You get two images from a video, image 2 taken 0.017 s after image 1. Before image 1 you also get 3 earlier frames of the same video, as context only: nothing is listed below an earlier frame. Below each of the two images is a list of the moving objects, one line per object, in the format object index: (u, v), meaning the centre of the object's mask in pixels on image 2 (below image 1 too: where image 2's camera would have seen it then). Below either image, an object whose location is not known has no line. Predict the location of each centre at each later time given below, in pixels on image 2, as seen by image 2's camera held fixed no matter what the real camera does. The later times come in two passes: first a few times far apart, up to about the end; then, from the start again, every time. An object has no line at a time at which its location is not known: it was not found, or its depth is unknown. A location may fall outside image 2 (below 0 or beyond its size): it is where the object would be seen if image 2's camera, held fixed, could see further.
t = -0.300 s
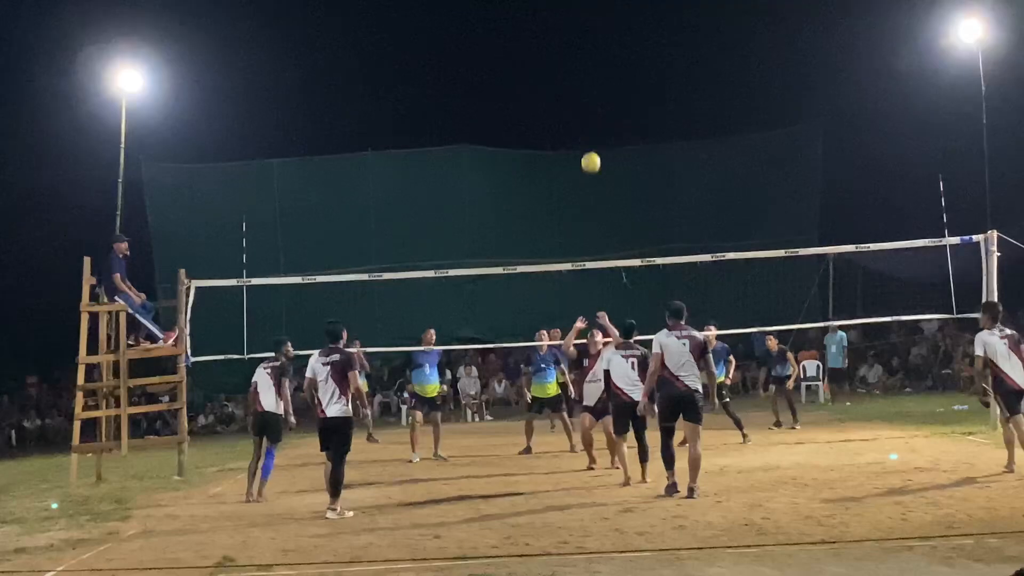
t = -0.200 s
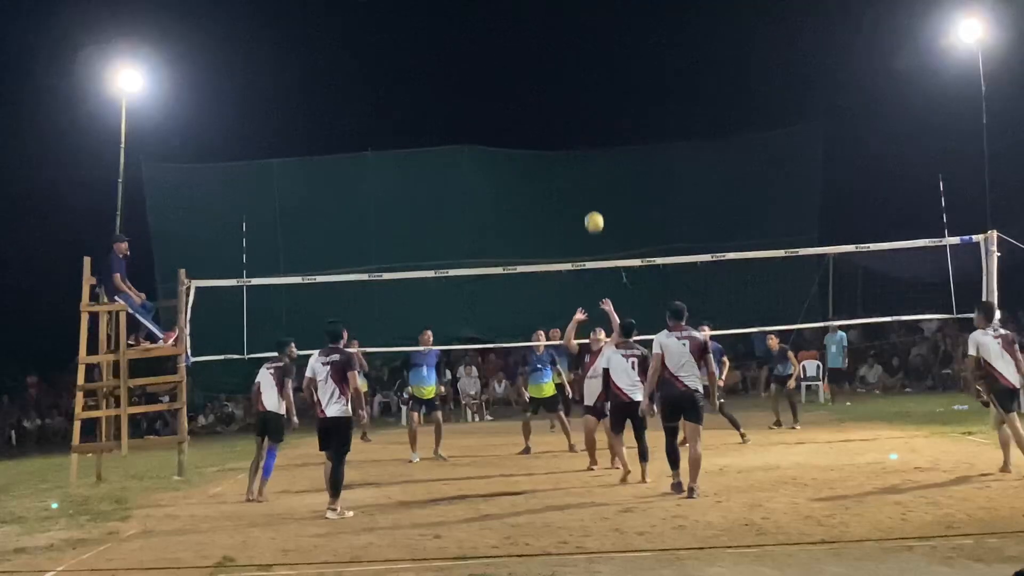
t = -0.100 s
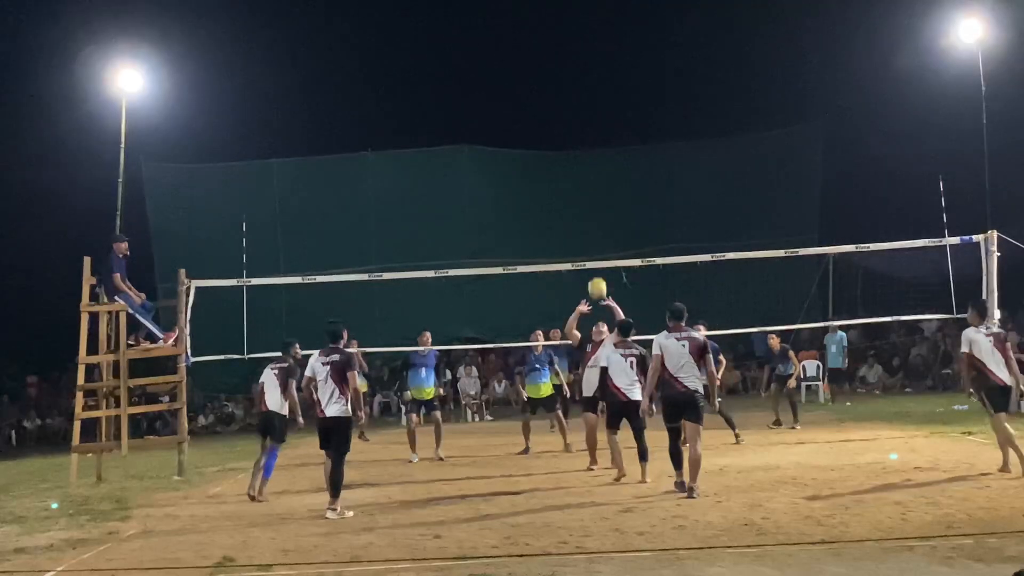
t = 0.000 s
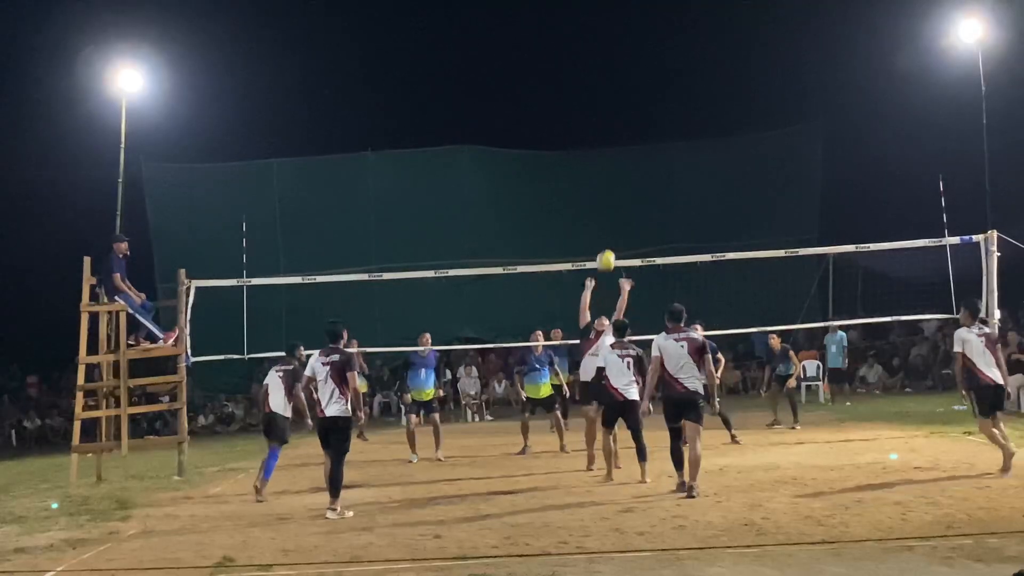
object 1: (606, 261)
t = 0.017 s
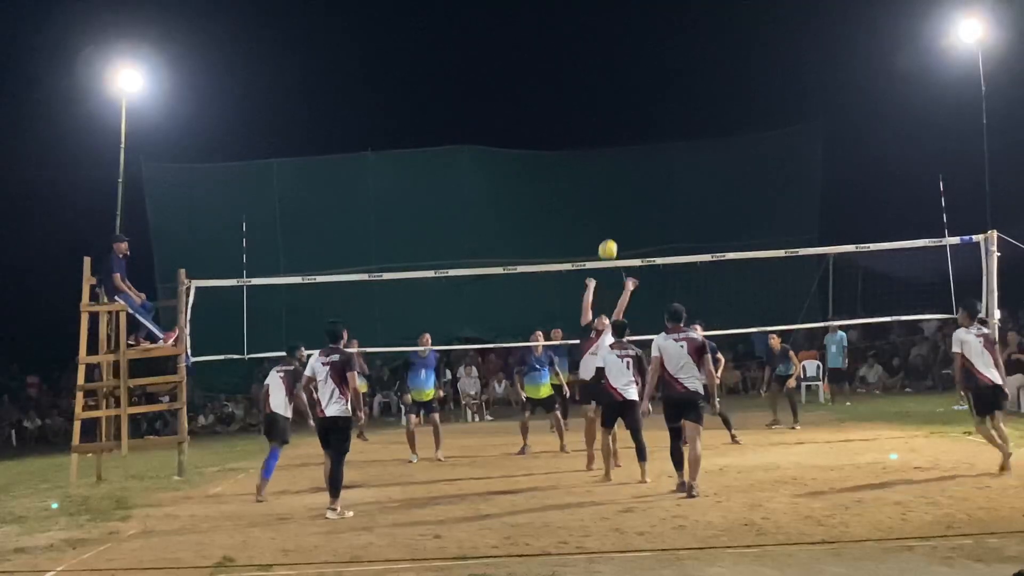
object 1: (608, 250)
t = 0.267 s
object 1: (638, 127)
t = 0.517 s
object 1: (670, 60)
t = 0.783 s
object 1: (706, 49)
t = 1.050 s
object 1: (744, 96)
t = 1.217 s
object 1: (768, 155)
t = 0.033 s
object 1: (610, 240)
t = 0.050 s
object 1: (612, 230)
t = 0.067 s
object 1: (614, 220)
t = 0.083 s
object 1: (616, 211)
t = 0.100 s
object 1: (618, 202)
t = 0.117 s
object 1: (620, 193)
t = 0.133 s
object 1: (622, 185)
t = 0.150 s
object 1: (624, 177)
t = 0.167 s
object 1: (626, 169)
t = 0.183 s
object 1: (628, 161)
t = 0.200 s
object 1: (630, 154)
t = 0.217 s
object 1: (632, 147)
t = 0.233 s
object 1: (634, 140)
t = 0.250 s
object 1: (636, 134)
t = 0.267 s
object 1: (638, 127)
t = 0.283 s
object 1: (640, 121)
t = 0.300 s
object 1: (642, 115)
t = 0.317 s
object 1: (645, 109)
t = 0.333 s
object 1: (647, 104)
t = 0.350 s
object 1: (649, 99)
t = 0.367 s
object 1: (651, 94)
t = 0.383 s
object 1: (653, 89)
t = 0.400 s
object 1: (655, 85)
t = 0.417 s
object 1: (657, 80)
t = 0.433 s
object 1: (659, 77)
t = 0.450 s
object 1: (661, 73)
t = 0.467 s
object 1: (663, 69)
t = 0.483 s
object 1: (665, 66)
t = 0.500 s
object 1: (668, 63)
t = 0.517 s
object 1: (670, 60)
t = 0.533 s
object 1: (672, 58)
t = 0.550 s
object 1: (674, 56)
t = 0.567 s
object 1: (676, 54)
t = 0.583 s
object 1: (678, 52)
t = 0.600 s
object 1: (681, 50)
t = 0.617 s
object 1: (683, 49)
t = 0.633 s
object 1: (685, 48)
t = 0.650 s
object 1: (687, 47)
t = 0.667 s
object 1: (690, 47)
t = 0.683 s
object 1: (692, 46)
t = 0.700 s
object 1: (694, 46)
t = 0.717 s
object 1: (696, 46)
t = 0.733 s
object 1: (699, 46)
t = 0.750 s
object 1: (701, 47)
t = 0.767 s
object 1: (703, 48)
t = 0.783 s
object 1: (706, 49)
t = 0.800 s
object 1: (708, 50)
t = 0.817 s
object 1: (710, 51)
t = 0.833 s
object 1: (712, 53)
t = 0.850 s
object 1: (715, 55)
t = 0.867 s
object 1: (717, 57)
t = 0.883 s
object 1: (719, 60)
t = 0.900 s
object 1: (722, 62)
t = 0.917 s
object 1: (724, 65)
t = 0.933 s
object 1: (727, 68)
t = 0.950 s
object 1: (729, 71)
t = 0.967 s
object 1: (732, 75)
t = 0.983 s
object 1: (734, 79)
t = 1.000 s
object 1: (736, 83)
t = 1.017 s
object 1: (739, 87)
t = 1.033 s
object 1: (741, 91)
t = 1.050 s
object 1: (744, 96)
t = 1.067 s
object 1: (746, 101)
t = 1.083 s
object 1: (748, 106)
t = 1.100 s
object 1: (751, 111)
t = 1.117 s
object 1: (753, 117)
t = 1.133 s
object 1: (756, 122)
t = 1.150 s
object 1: (758, 128)
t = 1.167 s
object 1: (760, 135)
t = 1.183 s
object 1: (763, 141)
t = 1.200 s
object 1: (765, 148)
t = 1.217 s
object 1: (768, 155)
